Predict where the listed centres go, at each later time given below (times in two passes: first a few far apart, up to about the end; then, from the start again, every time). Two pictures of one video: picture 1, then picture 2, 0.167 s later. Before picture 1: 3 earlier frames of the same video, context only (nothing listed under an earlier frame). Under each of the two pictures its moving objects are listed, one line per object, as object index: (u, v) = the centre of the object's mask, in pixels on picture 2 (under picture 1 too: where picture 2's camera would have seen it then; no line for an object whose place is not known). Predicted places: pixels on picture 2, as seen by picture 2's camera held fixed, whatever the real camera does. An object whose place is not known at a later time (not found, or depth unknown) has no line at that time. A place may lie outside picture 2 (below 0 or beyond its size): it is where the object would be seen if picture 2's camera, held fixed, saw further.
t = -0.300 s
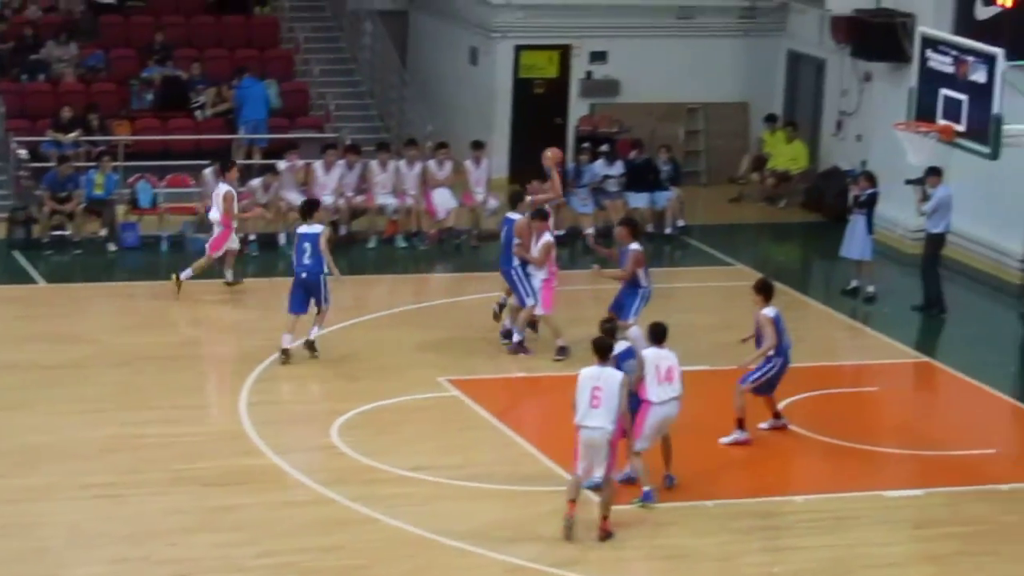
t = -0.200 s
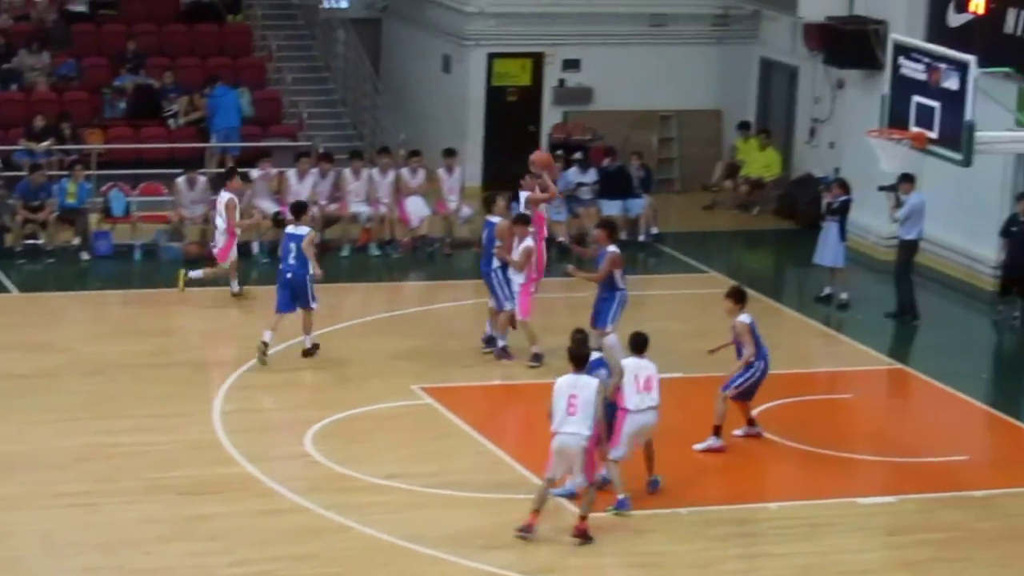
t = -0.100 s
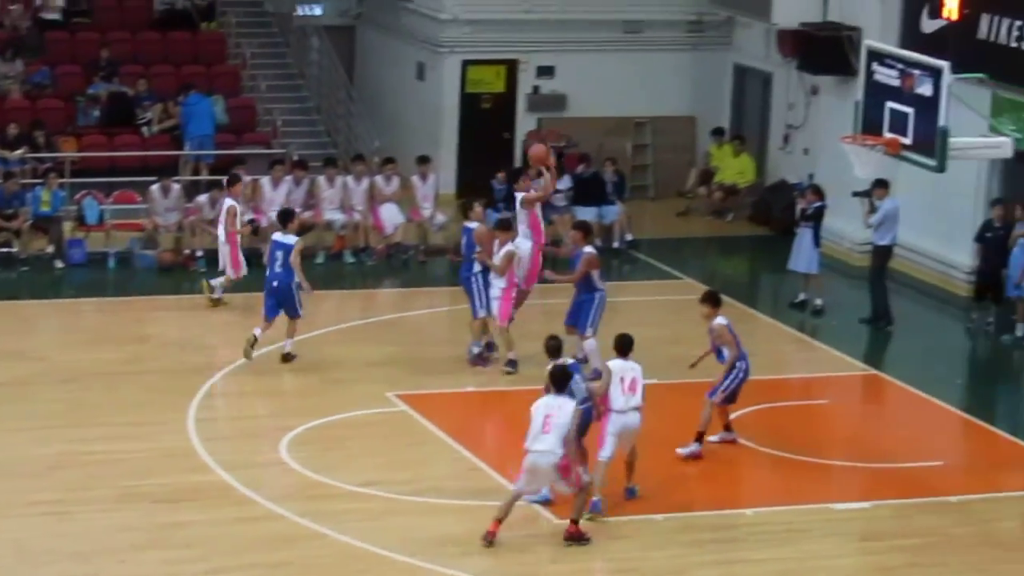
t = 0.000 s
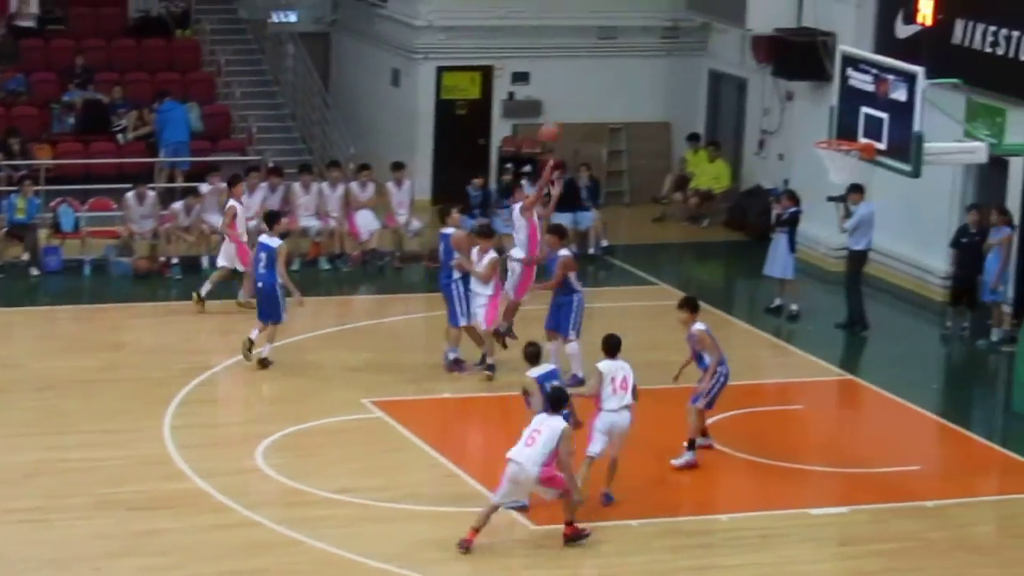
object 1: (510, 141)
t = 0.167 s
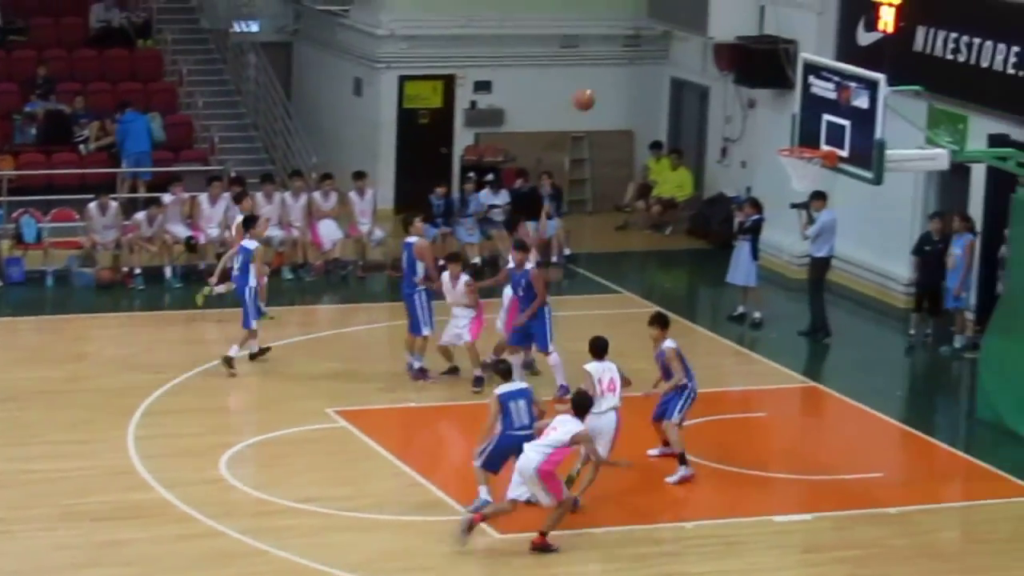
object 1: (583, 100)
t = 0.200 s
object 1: (598, 95)
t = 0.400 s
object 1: (686, 79)
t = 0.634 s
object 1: (785, 111)
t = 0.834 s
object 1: (799, 120)
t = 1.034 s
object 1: (777, 104)
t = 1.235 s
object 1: (748, 128)
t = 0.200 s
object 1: (598, 95)
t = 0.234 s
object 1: (613, 89)
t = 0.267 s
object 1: (627, 85)
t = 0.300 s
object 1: (641, 83)
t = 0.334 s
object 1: (656, 81)
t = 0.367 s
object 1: (671, 80)
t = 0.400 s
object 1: (686, 79)
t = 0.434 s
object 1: (701, 81)
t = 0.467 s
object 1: (715, 84)
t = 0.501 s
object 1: (729, 87)
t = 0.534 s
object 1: (745, 92)
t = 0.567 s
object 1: (759, 97)
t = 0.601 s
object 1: (775, 102)
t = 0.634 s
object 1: (785, 111)
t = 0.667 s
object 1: (801, 120)
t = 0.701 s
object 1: (812, 130)
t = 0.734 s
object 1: (809, 137)
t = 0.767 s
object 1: (807, 133)
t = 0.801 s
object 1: (803, 125)
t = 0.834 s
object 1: (799, 120)
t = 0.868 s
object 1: (796, 115)
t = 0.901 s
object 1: (791, 110)
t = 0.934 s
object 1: (787, 107)
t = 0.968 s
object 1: (784, 105)
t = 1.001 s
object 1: (781, 104)
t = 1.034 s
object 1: (777, 104)
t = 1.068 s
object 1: (773, 106)
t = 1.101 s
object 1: (767, 107)
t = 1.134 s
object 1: (763, 111)
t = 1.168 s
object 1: (757, 116)
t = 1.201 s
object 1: (753, 121)
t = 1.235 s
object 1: (748, 128)
